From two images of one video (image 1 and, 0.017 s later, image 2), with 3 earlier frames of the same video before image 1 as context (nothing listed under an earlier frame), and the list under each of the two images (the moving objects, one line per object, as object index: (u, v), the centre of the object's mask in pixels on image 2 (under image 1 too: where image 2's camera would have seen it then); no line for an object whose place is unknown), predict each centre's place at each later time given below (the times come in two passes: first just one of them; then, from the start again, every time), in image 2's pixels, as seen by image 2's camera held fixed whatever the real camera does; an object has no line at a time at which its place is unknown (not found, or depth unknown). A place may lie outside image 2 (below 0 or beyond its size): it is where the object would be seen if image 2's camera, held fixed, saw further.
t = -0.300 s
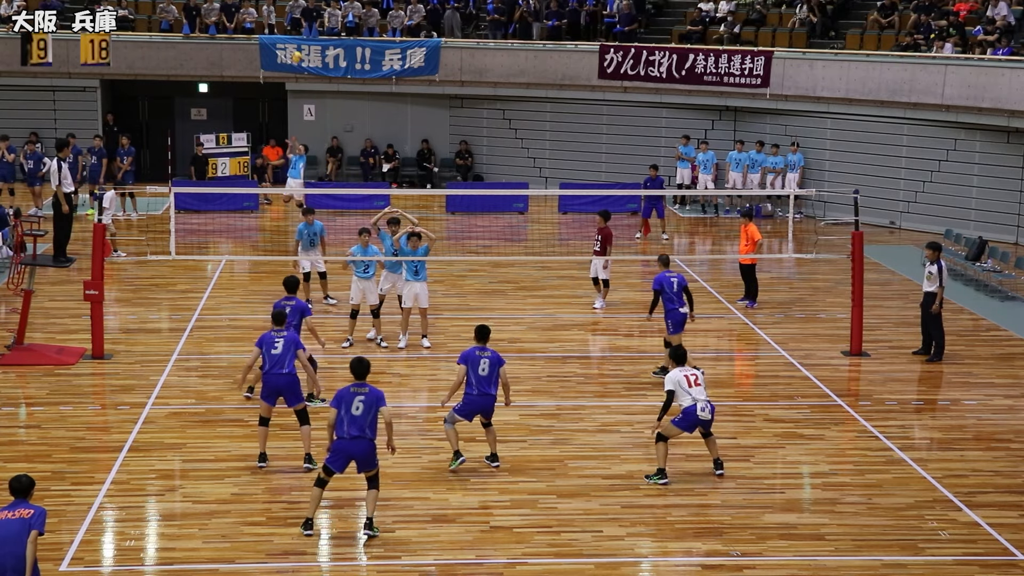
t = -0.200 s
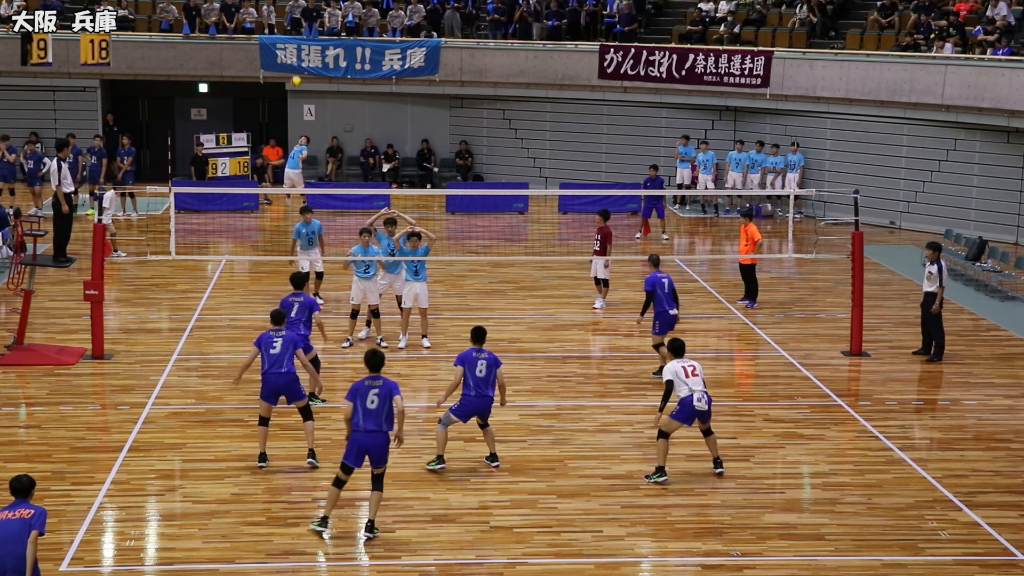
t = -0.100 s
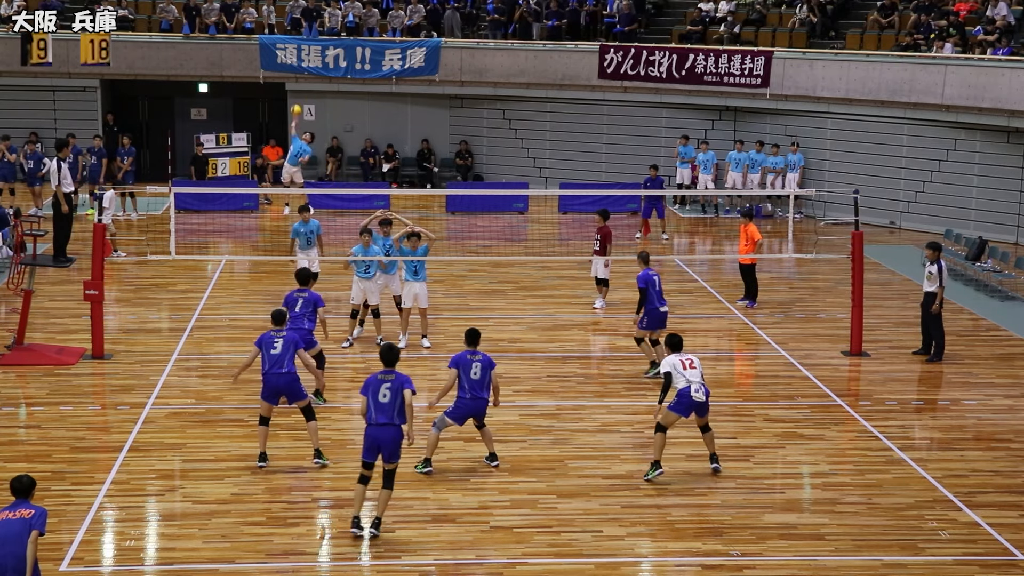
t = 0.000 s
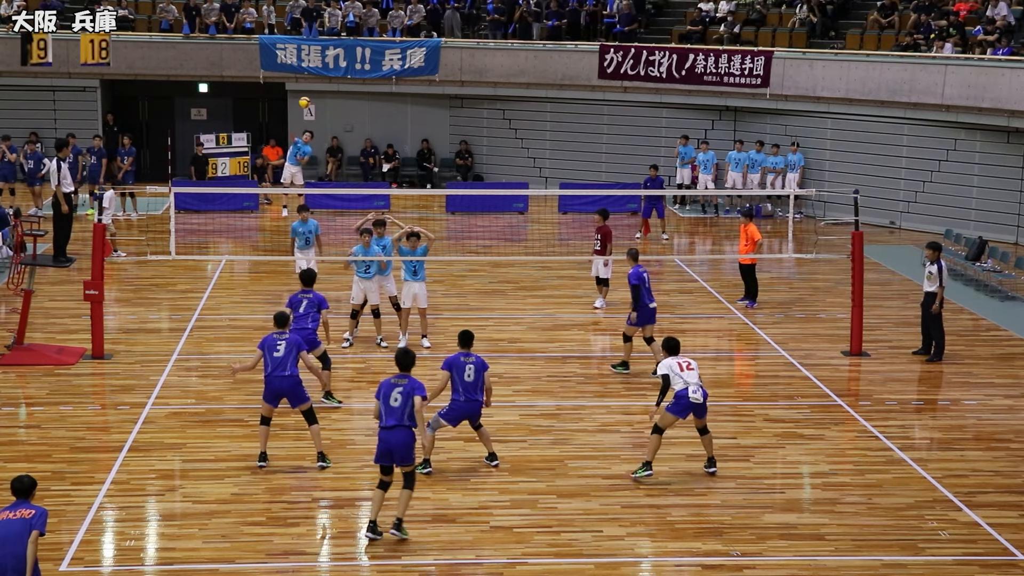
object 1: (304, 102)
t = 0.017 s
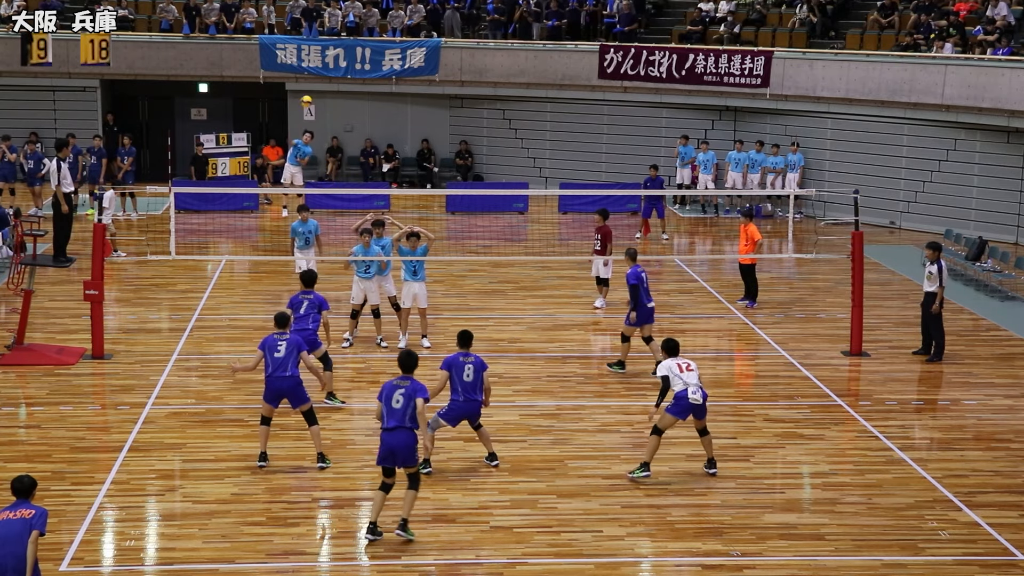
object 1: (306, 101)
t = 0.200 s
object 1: (332, 111)
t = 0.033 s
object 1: (308, 100)
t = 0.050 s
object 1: (310, 99)
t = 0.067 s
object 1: (312, 99)
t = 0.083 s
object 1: (314, 99)
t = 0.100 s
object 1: (317, 100)
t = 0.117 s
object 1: (319, 101)
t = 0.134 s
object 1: (321, 102)
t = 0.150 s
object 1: (324, 103)
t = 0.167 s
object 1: (327, 105)
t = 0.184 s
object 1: (329, 108)
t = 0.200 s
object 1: (332, 111)
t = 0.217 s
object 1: (335, 113)
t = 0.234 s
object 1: (339, 117)
